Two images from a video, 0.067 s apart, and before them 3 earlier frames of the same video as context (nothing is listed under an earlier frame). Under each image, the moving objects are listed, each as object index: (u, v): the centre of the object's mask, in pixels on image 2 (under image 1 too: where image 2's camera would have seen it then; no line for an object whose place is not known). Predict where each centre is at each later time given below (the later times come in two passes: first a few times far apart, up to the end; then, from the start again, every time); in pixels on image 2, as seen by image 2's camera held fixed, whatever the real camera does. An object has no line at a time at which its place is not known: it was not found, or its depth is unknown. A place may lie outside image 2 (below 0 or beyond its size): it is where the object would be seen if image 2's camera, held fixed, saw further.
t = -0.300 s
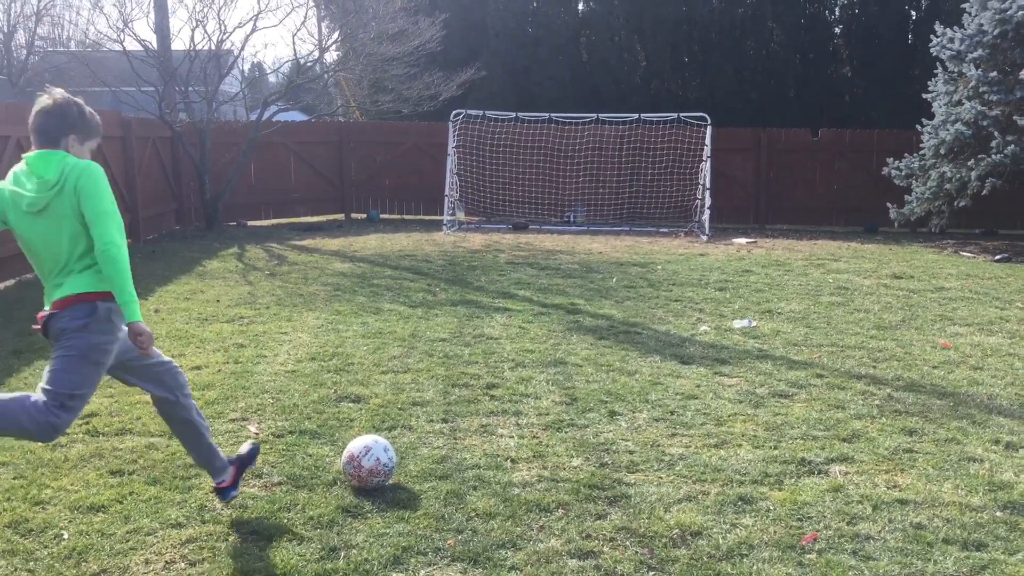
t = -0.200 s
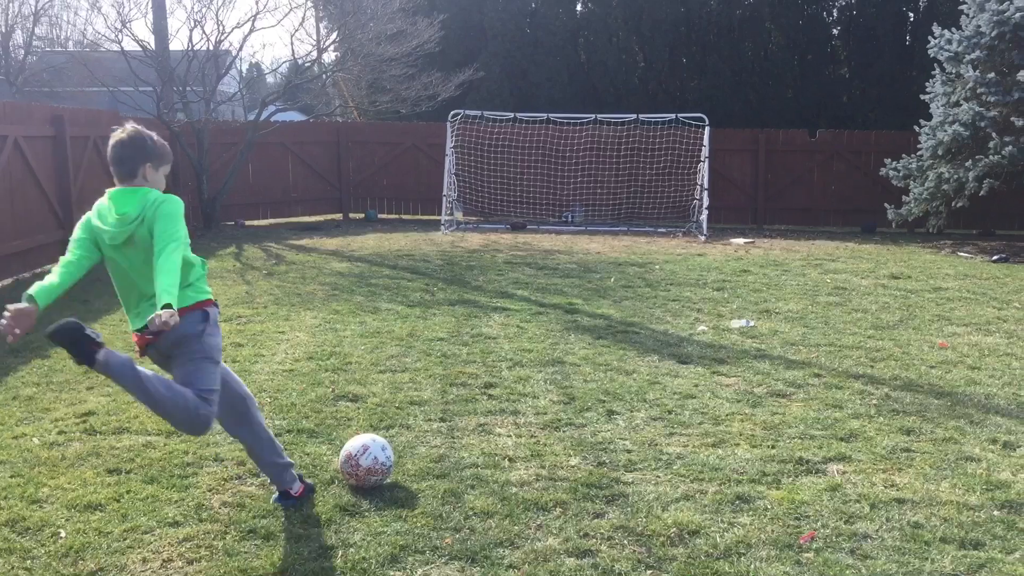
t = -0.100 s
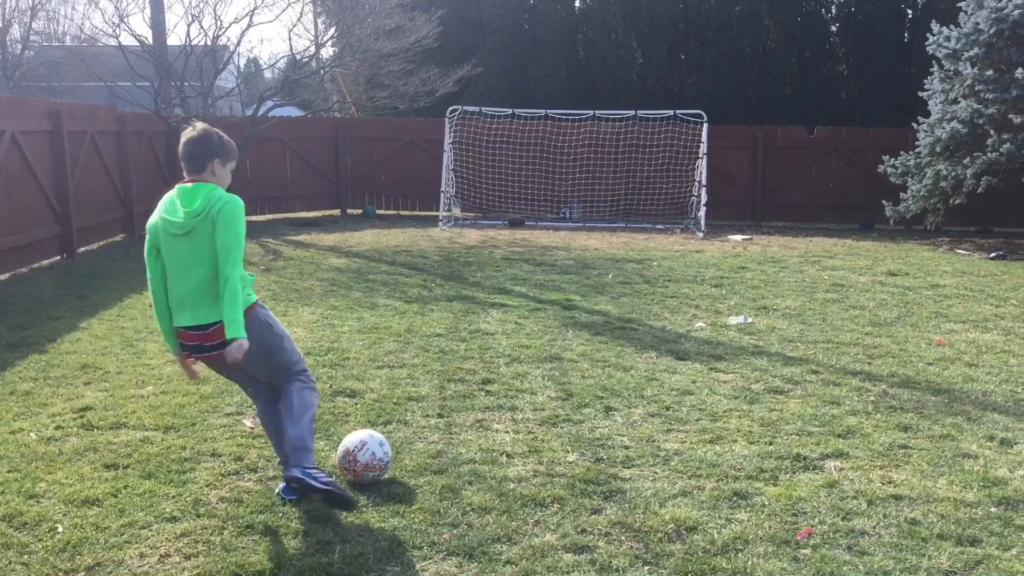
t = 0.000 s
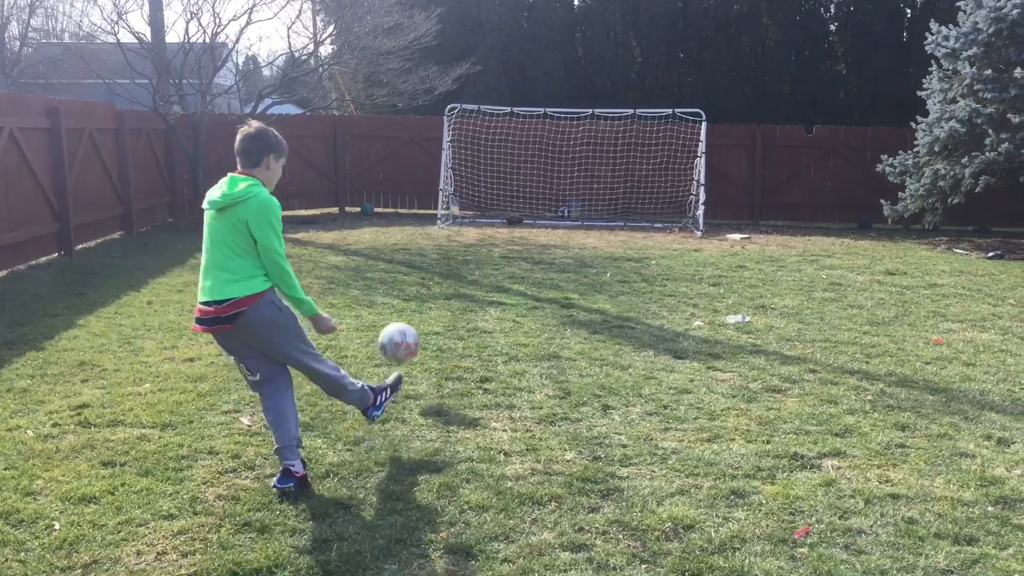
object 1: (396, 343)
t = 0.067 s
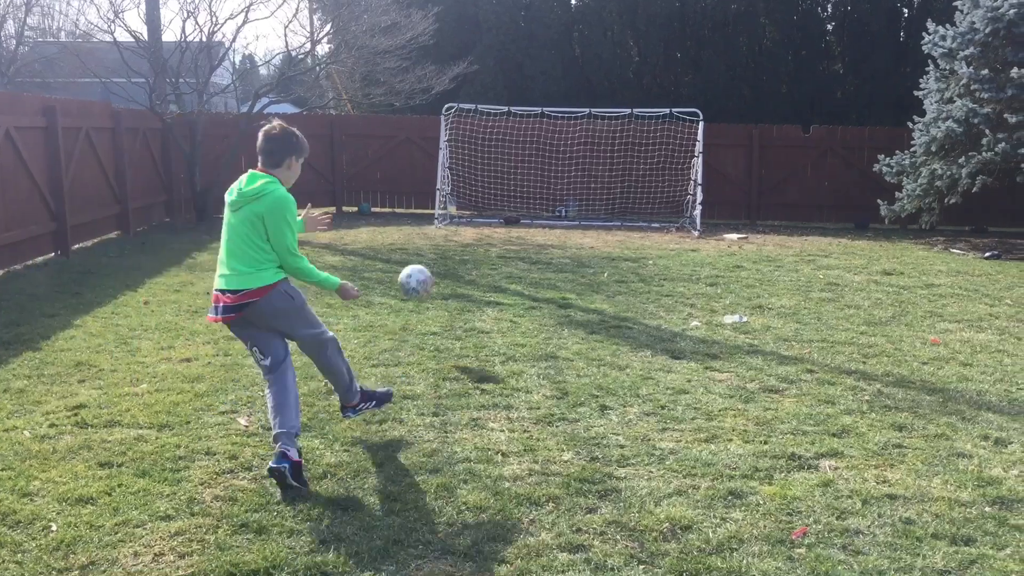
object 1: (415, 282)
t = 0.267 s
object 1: (443, 204)
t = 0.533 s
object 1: (457, 204)
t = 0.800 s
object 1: (460, 208)
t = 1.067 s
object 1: (457, 216)
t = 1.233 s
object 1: (454, 217)
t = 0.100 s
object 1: (422, 259)
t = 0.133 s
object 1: (428, 242)
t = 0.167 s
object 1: (433, 229)
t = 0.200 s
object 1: (437, 218)
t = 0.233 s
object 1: (440, 210)
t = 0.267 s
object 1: (443, 204)
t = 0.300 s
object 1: (445, 200)
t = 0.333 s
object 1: (448, 197)
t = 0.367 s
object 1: (450, 195)
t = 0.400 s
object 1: (451, 196)
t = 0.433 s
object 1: (453, 197)
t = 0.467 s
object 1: (455, 198)
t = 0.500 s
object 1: (456, 201)
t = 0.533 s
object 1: (457, 204)
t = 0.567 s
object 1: (458, 207)
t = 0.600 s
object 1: (460, 211)
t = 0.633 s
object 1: (460, 215)
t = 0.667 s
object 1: (463, 212)
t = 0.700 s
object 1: (462, 206)
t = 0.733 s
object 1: (461, 205)
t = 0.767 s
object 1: (461, 206)
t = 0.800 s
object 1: (460, 208)
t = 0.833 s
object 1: (460, 209)
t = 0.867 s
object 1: (461, 212)
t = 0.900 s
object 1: (459, 215)
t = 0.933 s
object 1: (459, 215)
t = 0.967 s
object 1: (459, 215)
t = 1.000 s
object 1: (458, 216)
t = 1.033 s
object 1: (457, 216)
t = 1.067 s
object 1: (457, 216)
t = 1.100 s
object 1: (456, 217)
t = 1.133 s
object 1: (456, 216)
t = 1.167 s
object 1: (455, 216)
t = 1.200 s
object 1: (454, 216)
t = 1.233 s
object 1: (454, 217)
